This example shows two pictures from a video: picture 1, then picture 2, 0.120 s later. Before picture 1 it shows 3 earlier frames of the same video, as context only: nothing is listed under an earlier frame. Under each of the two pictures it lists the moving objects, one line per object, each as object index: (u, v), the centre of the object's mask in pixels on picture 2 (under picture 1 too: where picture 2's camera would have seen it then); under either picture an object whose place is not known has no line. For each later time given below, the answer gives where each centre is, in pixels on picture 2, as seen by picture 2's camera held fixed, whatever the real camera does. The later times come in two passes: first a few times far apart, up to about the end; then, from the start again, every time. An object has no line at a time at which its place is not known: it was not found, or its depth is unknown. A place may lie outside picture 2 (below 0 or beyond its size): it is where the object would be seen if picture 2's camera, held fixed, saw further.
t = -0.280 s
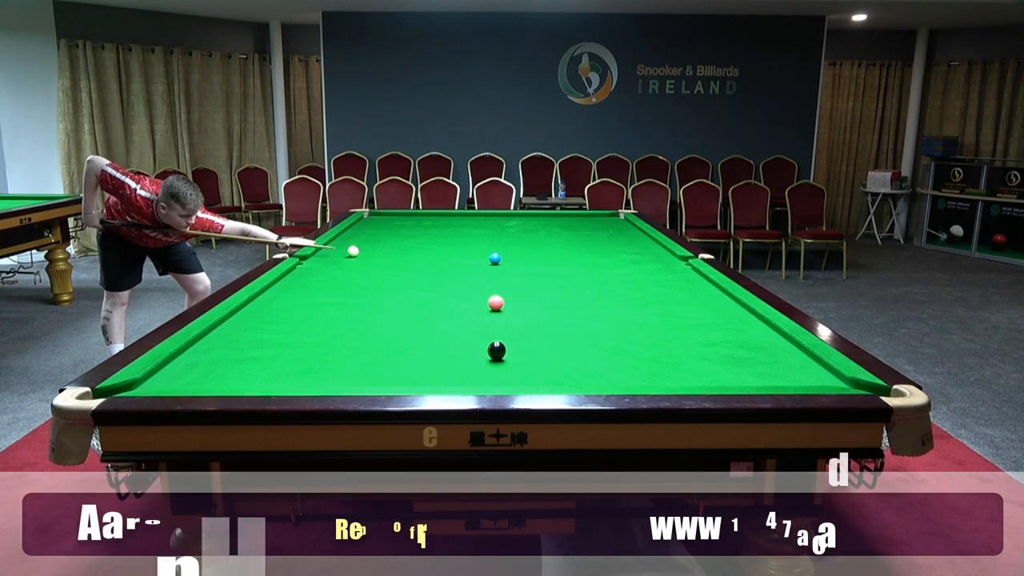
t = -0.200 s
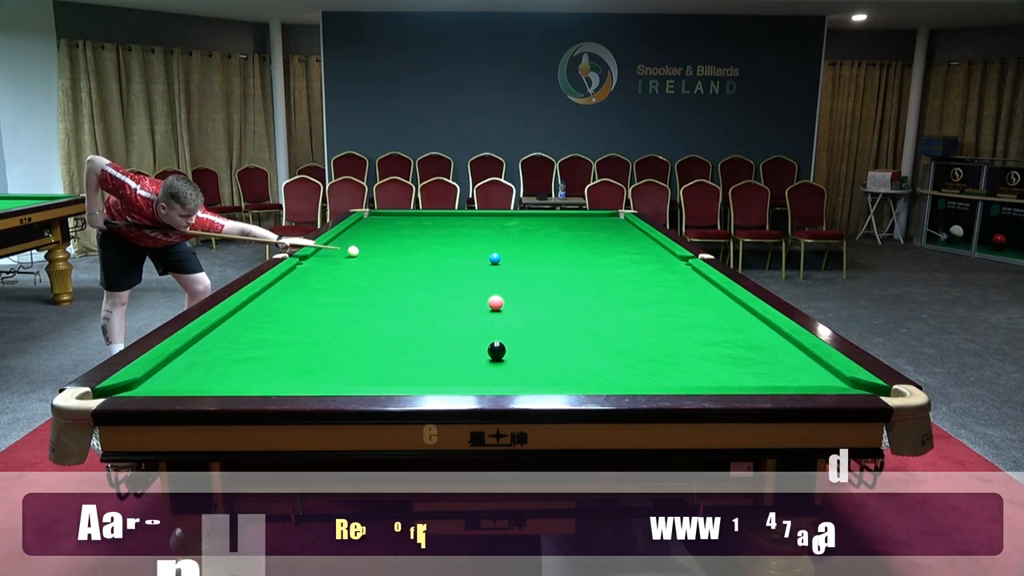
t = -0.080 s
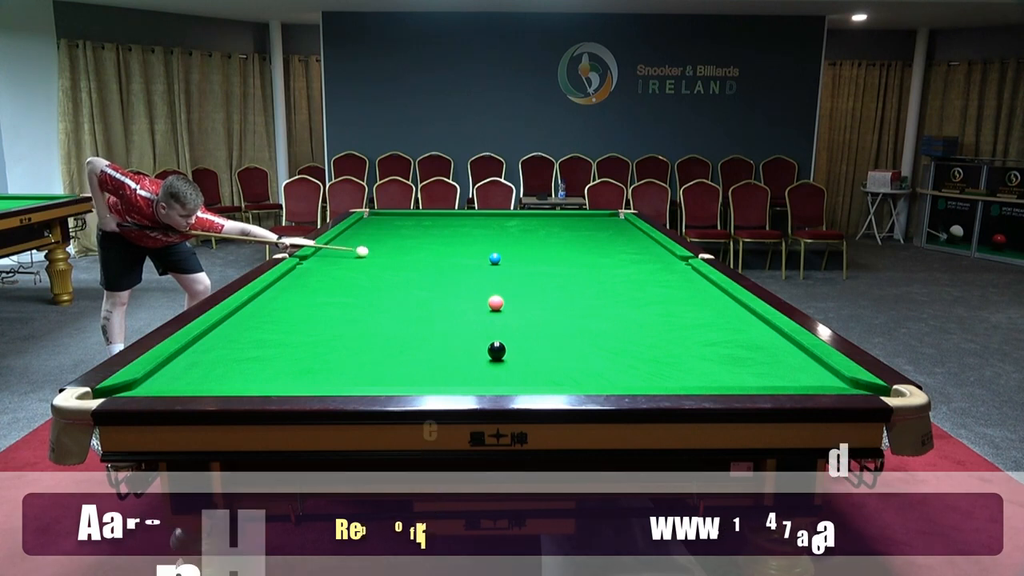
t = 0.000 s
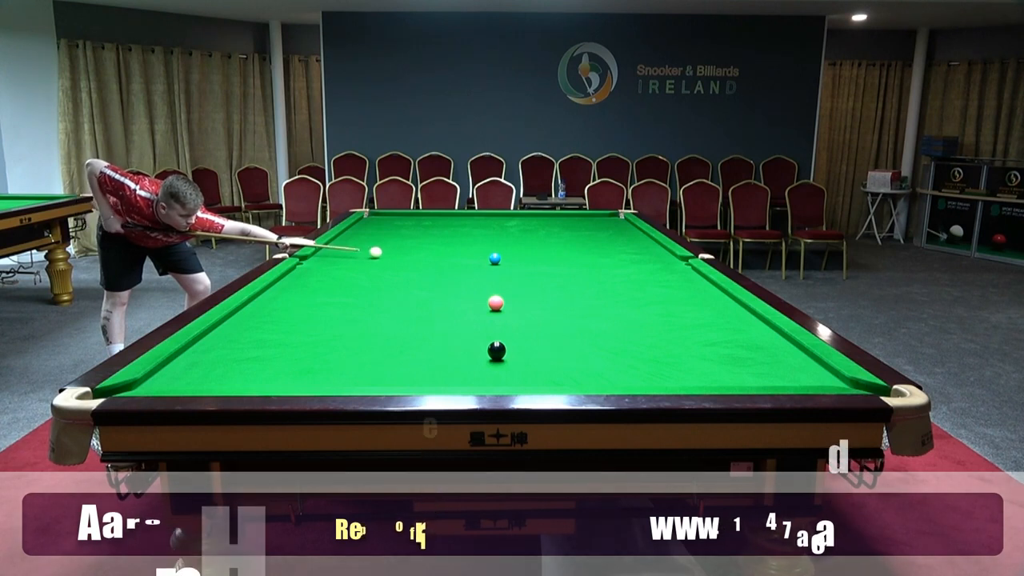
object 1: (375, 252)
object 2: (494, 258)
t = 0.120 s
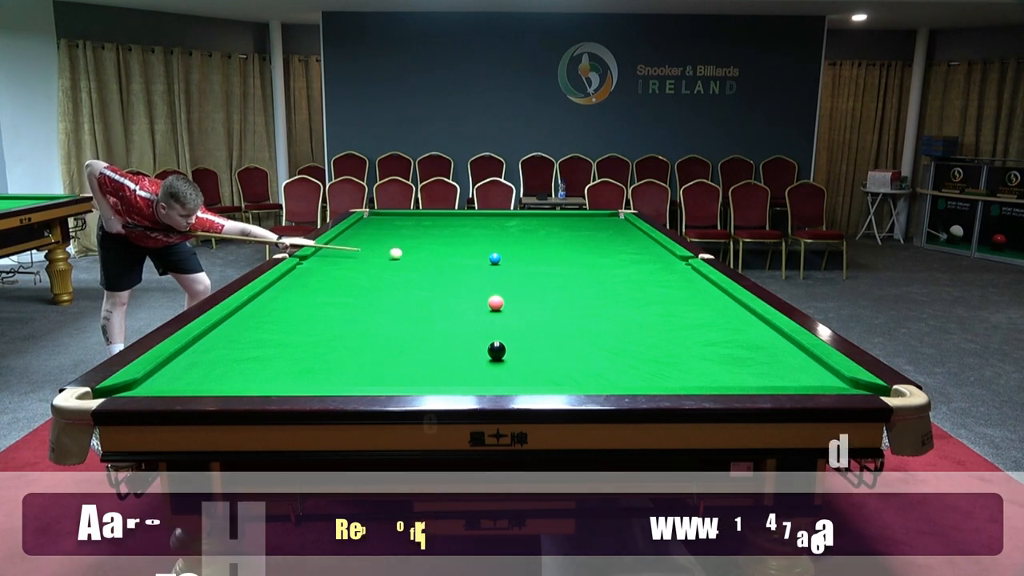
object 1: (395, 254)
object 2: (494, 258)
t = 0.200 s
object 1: (408, 254)
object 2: (494, 258)
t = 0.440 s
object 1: (449, 257)
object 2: (494, 258)
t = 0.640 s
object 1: (482, 259)
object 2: (494, 258)
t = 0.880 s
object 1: (492, 261)
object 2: (524, 258)
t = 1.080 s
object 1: (500, 262)
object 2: (545, 259)
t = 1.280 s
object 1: (508, 264)
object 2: (566, 259)
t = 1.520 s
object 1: (517, 266)
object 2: (589, 259)
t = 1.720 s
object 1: (525, 267)
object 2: (608, 259)
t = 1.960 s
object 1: (533, 269)
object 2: (630, 259)
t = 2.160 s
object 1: (539, 270)
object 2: (647, 259)
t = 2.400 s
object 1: (546, 271)
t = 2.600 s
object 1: (551, 272)
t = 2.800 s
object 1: (556, 273)
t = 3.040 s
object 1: (561, 274)
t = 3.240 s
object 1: (564, 275)
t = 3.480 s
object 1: (568, 275)
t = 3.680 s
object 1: (570, 276)
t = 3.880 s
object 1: (571, 276)
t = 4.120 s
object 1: (573, 276)
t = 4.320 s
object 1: (573, 276)
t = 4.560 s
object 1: (573, 276)
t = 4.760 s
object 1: (573, 276)
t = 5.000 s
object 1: (573, 276)
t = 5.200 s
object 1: (573, 276)
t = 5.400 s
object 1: (573, 276)
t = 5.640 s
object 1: (573, 276)
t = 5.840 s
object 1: (573, 276)
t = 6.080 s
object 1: (573, 276)
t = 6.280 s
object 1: (573, 276)
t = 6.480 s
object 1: (573, 276)
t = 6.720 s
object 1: (573, 276)
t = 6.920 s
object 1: (573, 276)
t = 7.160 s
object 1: (573, 276)
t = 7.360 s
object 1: (573, 276)
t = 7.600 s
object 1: (573, 276)
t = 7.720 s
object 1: (573, 276)
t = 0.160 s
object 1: (402, 254)
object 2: (494, 258)
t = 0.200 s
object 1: (408, 254)
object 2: (494, 258)
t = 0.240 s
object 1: (415, 255)
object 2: (494, 258)
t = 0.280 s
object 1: (422, 255)
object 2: (494, 258)
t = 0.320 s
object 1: (428, 255)
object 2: (494, 258)
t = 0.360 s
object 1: (435, 256)
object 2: (494, 258)
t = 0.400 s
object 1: (442, 256)
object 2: (494, 258)
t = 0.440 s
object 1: (449, 257)
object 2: (494, 258)
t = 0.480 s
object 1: (455, 257)
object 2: (494, 258)
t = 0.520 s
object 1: (462, 258)
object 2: (494, 258)
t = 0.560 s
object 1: (469, 258)
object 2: (494, 258)
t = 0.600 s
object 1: (476, 258)
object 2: (494, 258)
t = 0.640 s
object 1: (482, 259)
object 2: (494, 258)
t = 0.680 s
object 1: (483, 259)
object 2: (500, 259)
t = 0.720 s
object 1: (484, 259)
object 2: (505, 258)
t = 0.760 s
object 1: (486, 260)
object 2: (510, 258)
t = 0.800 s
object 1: (488, 260)
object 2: (515, 258)
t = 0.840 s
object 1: (490, 260)
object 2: (519, 258)
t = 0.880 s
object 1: (492, 261)
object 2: (524, 258)
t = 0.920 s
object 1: (493, 261)
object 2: (528, 259)
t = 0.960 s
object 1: (495, 261)
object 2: (532, 258)
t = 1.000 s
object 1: (496, 262)
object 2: (537, 258)
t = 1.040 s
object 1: (498, 262)
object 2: (541, 258)
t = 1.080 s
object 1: (500, 262)
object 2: (545, 259)
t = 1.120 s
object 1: (502, 263)
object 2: (549, 259)
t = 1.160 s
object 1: (504, 263)
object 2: (553, 259)
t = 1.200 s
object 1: (505, 263)
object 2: (558, 259)
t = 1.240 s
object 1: (507, 263)
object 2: (562, 259)
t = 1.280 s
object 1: (508, 264)
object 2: (566, 259)
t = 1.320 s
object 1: (510, 264)
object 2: (569, 259)
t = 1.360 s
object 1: (511, 264)
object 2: (574, 259)
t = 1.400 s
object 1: (513, 265)
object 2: (578, 259)
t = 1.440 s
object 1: (515, 265)
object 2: (582, 259)
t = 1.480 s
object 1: (516, 265)
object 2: (586, 259)
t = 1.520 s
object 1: (517, 266)
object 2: (589, 259)
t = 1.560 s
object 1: (519, 266)
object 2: (593, 259)
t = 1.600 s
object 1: (520, 266)
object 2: (597, 259)
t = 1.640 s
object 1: (522, 266)
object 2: (601, 259)
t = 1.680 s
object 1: (523, 267)
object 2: (605, 259)
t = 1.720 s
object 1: (525, 267)
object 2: (608, 259)
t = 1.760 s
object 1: (526, 267)
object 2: (612, 259)
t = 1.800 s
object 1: (527, 268)
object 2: (616, 259)
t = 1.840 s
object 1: (529, 268)
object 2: (619, 259)
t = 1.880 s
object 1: (530, 268)
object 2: (623, 259)
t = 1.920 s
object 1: (531, 268)
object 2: (626, 259)
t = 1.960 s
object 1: (533, 269)
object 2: (630, 259)
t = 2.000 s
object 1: (534, 269)
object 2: (633, 259)
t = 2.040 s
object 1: (536, 269)
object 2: (637, 259)
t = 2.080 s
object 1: (537, 269)
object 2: (641, 259)
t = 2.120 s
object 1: (538, 270)
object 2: (644, 259)
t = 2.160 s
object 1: (539, 270)
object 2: (647, 259)
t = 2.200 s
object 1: (541, 270)
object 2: (651, 259)
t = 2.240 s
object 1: (542, 270)
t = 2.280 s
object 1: (543, 270)
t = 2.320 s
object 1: (544, 271)
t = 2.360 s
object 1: (545, 271)
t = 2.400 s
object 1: (546, 271)
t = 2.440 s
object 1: (547, 271)
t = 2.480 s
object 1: (548, 272)
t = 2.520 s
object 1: (549, 272)
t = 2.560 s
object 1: (550, 272)
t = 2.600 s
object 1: (551, 272)
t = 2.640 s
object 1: (552, 272)
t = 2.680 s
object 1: (554, 273)
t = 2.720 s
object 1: (554, 273)
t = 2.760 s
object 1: (555, 273)
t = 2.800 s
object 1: (556, 273)
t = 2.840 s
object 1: (557, 273)
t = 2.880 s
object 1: (558, 274)
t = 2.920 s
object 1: (559, 274)
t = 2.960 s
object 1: (560, 274)
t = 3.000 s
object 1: (560, 274)
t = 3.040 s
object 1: (561, 274)
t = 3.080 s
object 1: (562, 274)
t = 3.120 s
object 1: (562, 274)
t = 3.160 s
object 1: (563, 274)
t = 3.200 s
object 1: (564, 275)
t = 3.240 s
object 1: (564, 275)
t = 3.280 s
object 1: (565, 275)
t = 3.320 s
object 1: (566, 275)
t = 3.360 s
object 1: (566, 275)
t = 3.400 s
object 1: (567, 275)
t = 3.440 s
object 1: (567, 275)
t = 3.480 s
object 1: (568, 275)
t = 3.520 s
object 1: (568, 275)
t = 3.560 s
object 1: (569, 275)
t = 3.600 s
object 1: (569, 276)
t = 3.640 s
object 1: (569, 276)
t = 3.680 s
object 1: (570, 276)
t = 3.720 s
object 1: (570, 276)
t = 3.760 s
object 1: (571, 276)
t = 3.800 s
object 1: (571, 276)
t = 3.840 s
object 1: (571, 276)
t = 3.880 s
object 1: (571, 276)
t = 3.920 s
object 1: (572, 276)
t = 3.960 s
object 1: (572, 276)
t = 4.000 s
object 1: (572, 276)
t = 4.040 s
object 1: (572, 276)
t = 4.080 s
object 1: (573, 276)
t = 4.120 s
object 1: (573, 276)
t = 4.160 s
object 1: (573, 276)
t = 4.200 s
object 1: (573, 276)
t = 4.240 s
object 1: (573, 276)
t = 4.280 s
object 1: (573, 276)
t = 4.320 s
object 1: (573, 276)
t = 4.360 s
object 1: (573, 276)
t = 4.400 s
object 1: (573, 276)
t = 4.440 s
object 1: (573, 276)
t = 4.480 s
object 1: (573, 276)
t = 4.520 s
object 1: (573, 276)
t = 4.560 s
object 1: (573, 276)
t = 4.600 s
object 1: (573, 276)
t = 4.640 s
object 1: (573, 276)
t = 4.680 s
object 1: (573, 276)
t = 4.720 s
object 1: (573, 276)
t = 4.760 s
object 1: (573, 276)
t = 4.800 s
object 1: (573, 276)
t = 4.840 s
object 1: (573, 276)
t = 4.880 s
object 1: (573, 276)
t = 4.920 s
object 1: (573, 276)
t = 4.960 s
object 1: (573, 276)
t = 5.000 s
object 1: (573, 276)
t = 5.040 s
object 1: (573, 276)
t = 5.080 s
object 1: (573, 276)
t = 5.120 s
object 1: (573, 276)
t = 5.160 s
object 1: (573, 276)
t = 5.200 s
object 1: (573, 276)
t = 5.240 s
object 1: (573, 276)
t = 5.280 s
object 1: (573, 276)
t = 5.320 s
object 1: (573, 276)
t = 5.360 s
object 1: (573, 276)
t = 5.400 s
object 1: (573, 276)
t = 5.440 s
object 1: (573, 276)
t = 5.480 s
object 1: (573, 276)
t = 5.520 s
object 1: (573, 276)
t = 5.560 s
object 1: (573, 276)
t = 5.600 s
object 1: (573, 276)
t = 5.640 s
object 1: (573, 276)
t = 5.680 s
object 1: (573, 276)
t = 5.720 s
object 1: (573, 276)
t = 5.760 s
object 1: (573, 276)
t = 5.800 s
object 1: (573, 276)
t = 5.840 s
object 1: (573, 276)
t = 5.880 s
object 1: (573, 276)
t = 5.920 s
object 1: (573, 276)
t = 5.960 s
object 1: (573, 276)
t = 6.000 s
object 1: (573, 276)
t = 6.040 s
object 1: (573, 276)
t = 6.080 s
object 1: (573, 276)
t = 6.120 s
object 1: (573, 276)
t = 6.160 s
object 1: (573, 276)
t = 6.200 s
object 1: (573, 276)
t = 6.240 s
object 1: (573, 276)
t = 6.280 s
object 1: (573, 276)
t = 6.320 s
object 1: (573, 276)
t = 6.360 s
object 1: (573, 276)
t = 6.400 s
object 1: (573, 276)
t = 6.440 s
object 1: (573, 276)
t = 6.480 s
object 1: (573, 276)
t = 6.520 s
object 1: (573, 276)
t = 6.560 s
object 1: (573, 276)
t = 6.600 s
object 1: (573, 276)
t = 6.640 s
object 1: (573, 276)
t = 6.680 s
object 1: (573, 276)
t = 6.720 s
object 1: (573, 276)
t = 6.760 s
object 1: (573, 276)
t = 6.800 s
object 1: (573, 276)
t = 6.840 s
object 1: (573, 276)
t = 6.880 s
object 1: (573, 276)
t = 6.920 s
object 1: (573, 276)
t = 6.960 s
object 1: (573, 276)
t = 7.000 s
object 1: (573, 276)
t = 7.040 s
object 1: (573, 276)
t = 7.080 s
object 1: (573, 276)
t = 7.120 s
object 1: (573, 276)
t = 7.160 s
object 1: (573, 276)
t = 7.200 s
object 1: (573, 276)
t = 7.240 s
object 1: (573, 276)
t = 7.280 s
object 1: (573, 276)
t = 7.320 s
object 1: (573, 276)
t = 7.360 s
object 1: (573, 276)
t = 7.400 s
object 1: (573, 276)
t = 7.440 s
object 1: (573, 276)
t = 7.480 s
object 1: (573, 276)
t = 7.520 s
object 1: (573, 276)
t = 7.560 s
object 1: (573, 276)
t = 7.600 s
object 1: (573, 276)
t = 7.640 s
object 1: (573, 276)
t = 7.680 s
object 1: (573, 276)
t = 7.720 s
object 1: (573, 276)
